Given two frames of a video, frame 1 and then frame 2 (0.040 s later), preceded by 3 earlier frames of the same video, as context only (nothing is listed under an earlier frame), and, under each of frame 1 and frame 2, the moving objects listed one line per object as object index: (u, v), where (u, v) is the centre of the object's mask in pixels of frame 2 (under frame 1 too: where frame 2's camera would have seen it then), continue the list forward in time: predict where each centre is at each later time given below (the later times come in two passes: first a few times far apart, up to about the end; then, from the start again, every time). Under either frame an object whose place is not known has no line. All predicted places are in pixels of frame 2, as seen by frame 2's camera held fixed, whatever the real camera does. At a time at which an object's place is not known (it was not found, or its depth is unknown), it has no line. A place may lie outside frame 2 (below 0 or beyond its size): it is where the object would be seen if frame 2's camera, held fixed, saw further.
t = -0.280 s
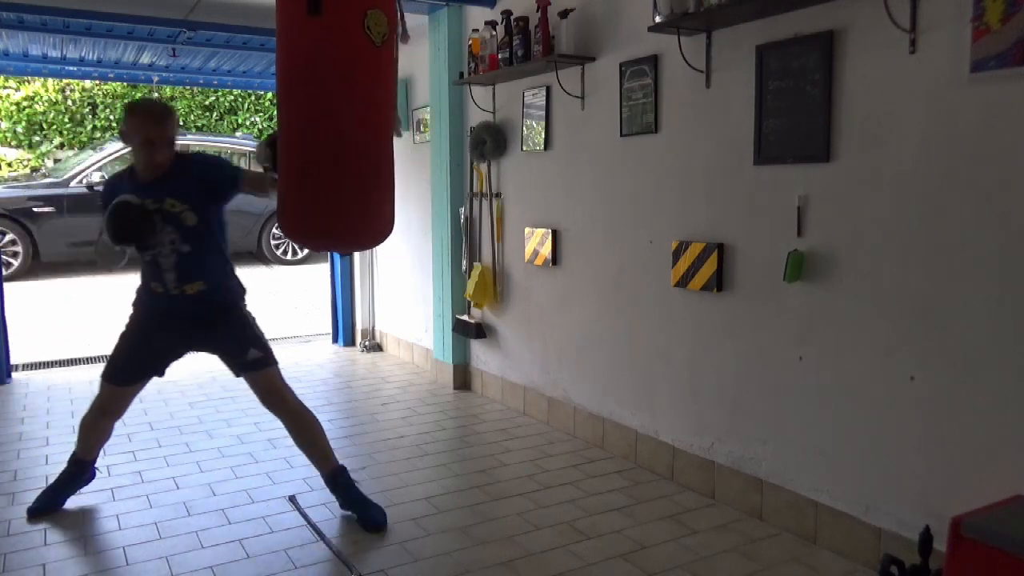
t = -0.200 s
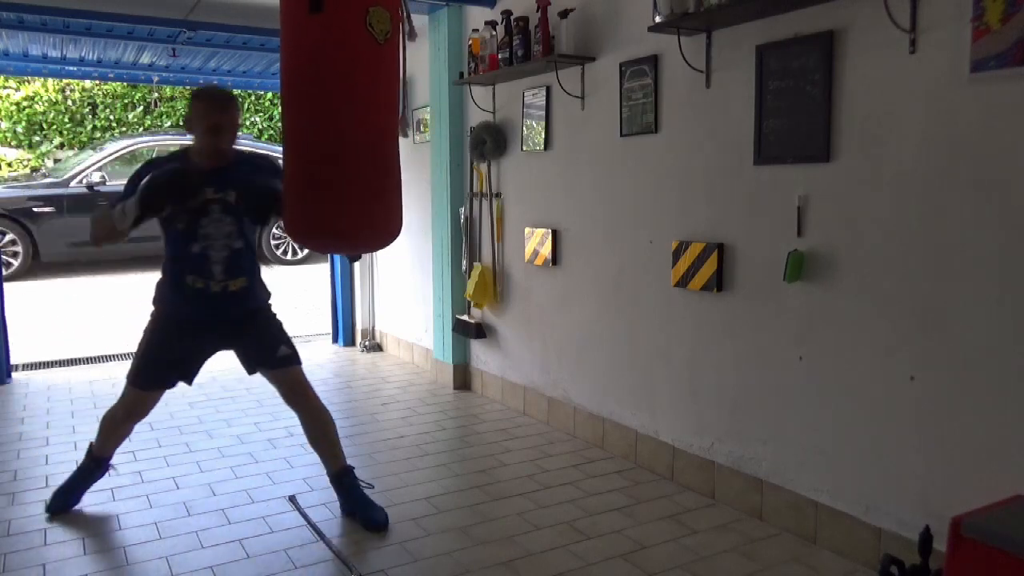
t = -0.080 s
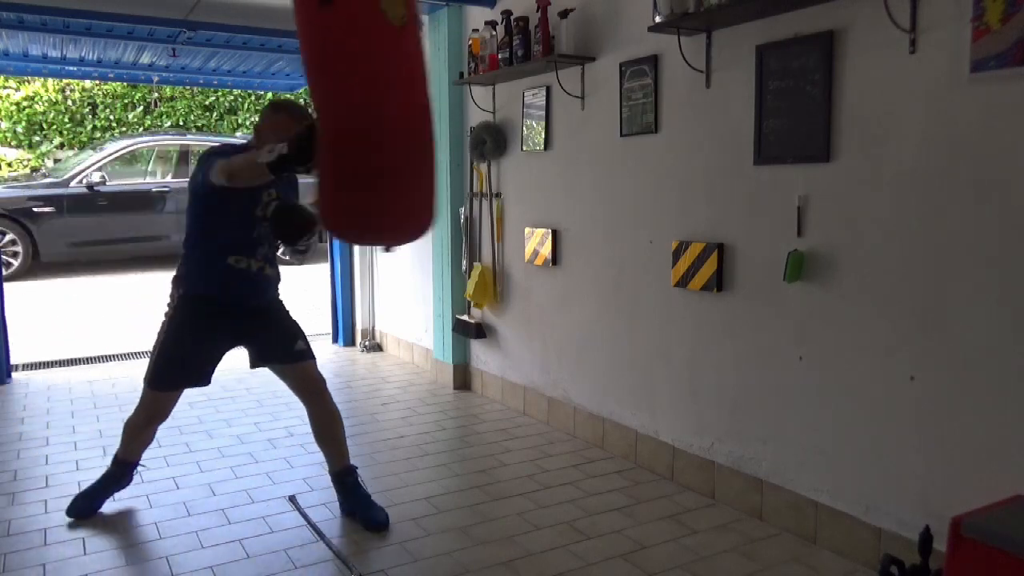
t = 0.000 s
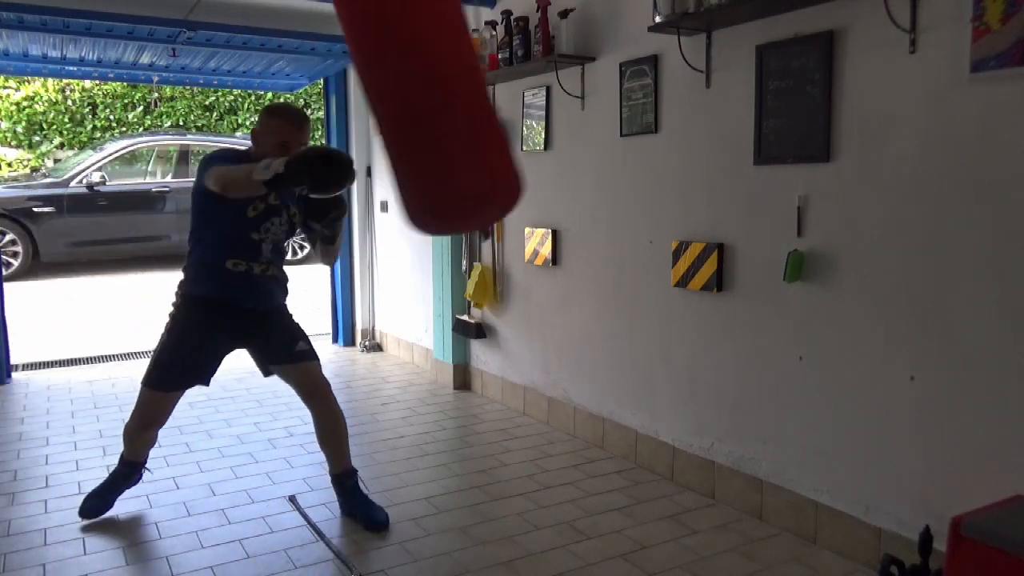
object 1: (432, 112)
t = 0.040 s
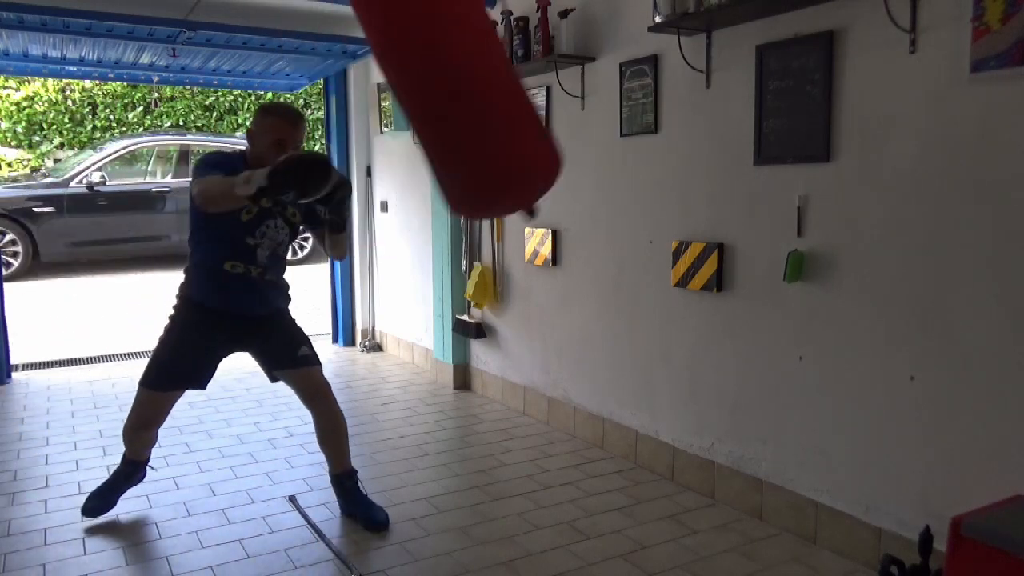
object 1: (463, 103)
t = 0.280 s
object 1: (602, 42)
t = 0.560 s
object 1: (557, 67)
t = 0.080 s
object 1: (493, 91)
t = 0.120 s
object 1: (522, 79)
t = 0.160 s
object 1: (549, 67)
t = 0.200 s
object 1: (571, 57)
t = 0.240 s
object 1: (589, 49)
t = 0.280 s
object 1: (602, 42)
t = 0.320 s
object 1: (608, 39)
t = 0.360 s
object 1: (611, 38)
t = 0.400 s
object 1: (609, 39)
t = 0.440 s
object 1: (605, 42)
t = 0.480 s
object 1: (594, 48)
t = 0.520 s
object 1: (578, 56)
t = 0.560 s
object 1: (557, 67)
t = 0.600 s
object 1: (533, 79)
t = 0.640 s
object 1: (506, 91)
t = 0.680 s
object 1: (479, 101)
